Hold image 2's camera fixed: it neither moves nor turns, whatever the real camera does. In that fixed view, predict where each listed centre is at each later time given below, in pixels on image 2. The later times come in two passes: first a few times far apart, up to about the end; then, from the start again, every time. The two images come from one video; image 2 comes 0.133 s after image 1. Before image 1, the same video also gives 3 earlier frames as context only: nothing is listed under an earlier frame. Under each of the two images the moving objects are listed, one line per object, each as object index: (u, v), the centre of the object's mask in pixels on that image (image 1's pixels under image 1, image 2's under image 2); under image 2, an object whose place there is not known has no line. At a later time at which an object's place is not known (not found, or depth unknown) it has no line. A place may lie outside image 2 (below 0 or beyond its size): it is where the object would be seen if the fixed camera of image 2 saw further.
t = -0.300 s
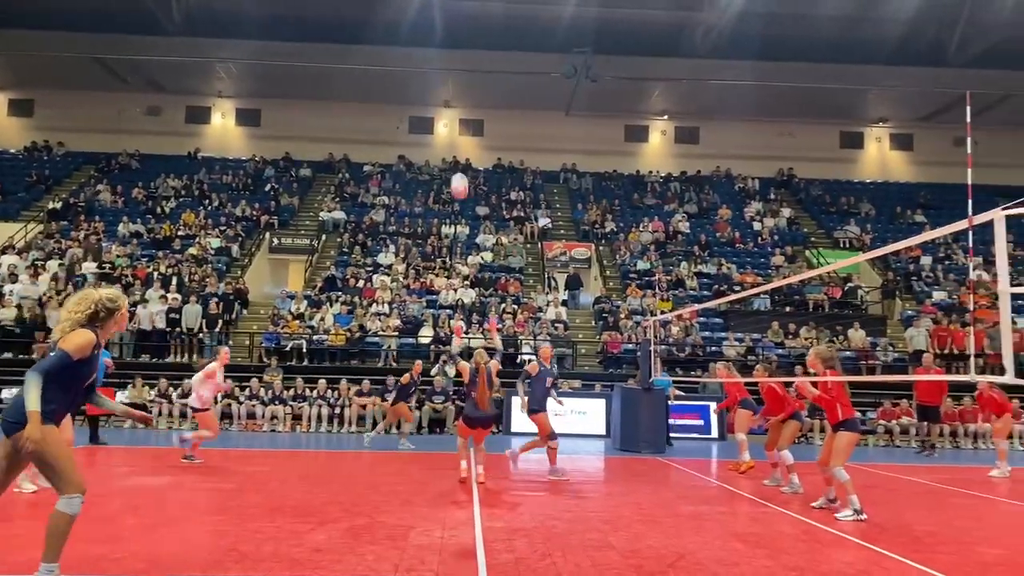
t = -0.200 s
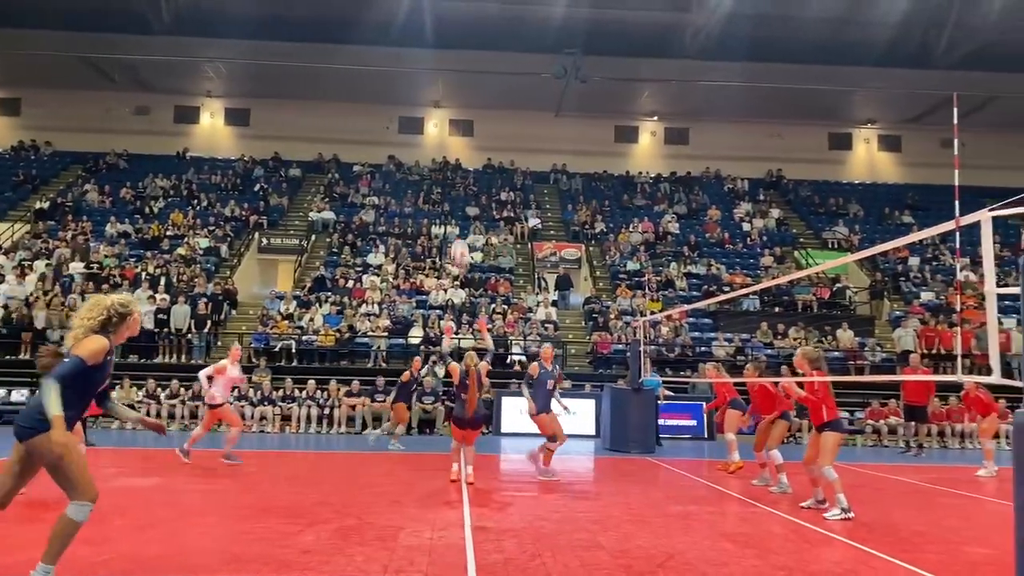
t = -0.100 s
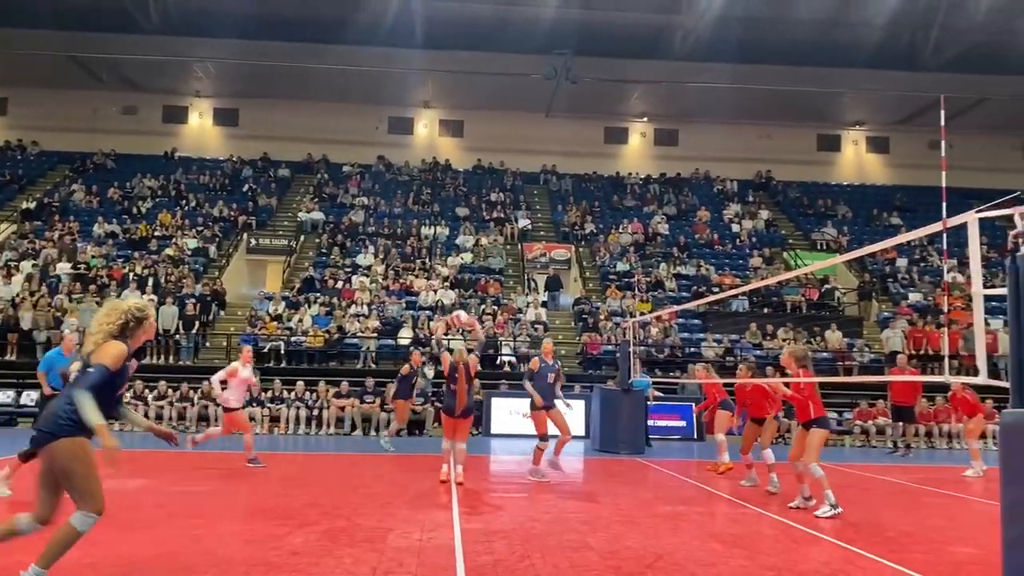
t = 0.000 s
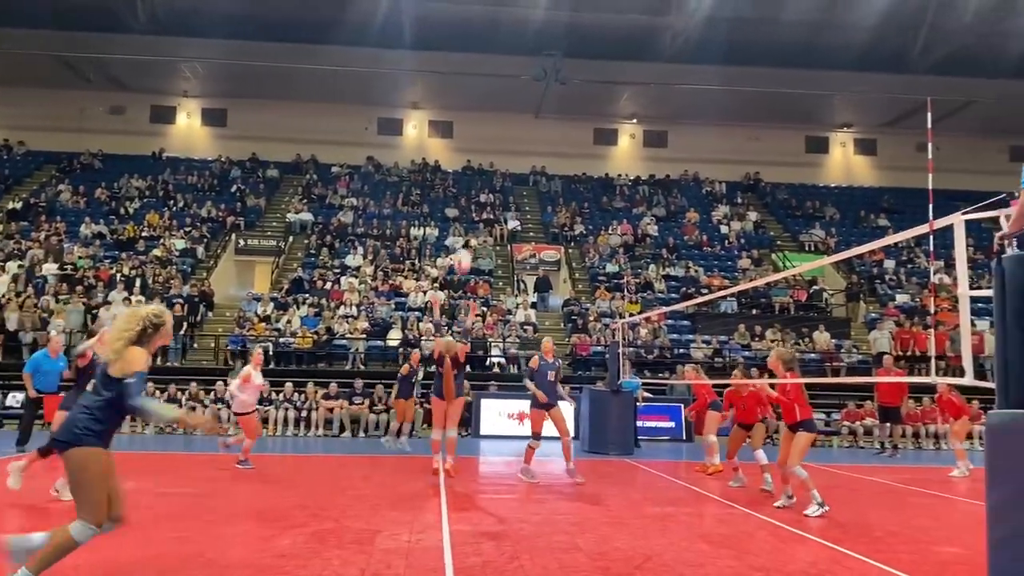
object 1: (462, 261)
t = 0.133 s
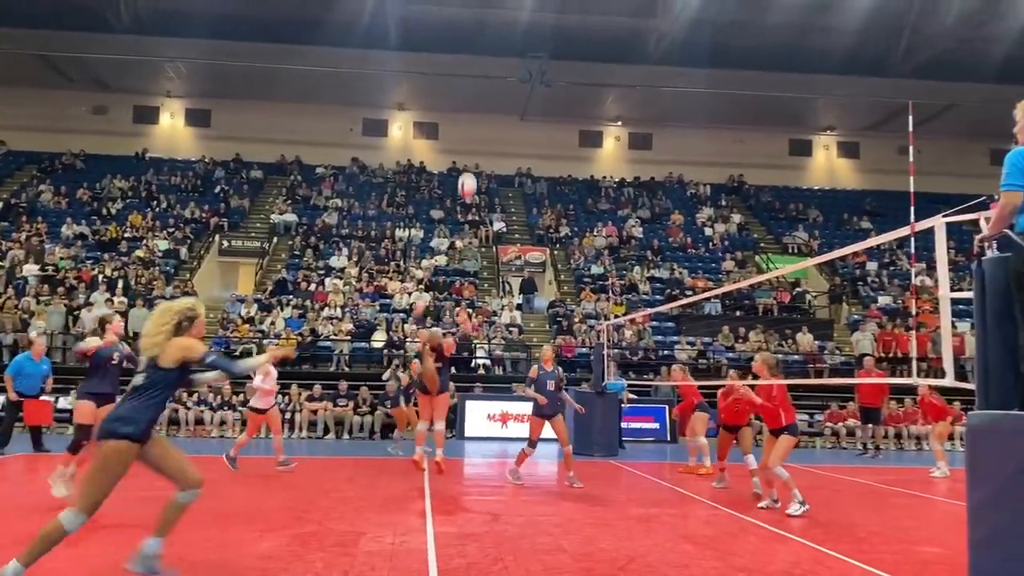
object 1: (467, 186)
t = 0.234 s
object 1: (481, 136)
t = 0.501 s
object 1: (519, 44)
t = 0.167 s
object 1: (472, 168)
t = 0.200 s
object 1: (476, 151)
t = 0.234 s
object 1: (481, 136)
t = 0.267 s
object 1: (485, 121)
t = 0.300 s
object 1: (490, 107)
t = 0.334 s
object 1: (495, 95)
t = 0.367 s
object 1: (500, 83)
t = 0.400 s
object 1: (505, 72)
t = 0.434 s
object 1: (509, 62)
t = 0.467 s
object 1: (514, 52)
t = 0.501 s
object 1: (519, 44)
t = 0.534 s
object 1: (524, 37)
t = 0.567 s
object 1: (529, 31)
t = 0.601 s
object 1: (533, 25)
